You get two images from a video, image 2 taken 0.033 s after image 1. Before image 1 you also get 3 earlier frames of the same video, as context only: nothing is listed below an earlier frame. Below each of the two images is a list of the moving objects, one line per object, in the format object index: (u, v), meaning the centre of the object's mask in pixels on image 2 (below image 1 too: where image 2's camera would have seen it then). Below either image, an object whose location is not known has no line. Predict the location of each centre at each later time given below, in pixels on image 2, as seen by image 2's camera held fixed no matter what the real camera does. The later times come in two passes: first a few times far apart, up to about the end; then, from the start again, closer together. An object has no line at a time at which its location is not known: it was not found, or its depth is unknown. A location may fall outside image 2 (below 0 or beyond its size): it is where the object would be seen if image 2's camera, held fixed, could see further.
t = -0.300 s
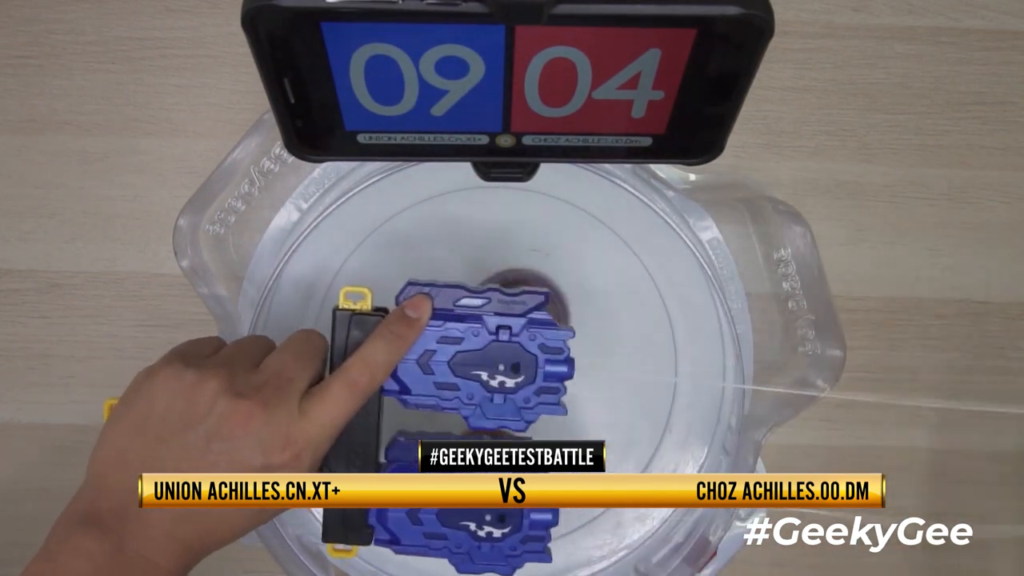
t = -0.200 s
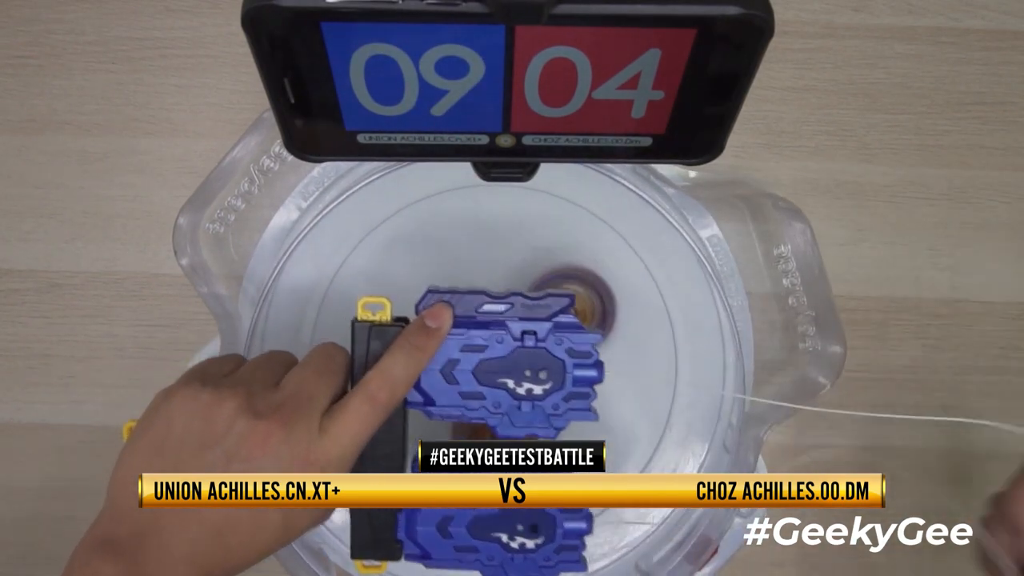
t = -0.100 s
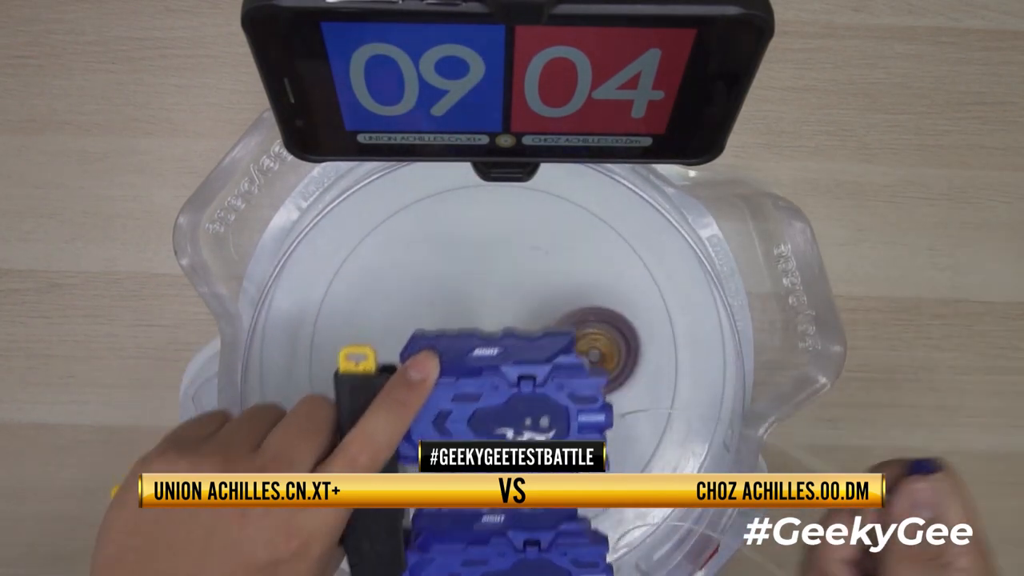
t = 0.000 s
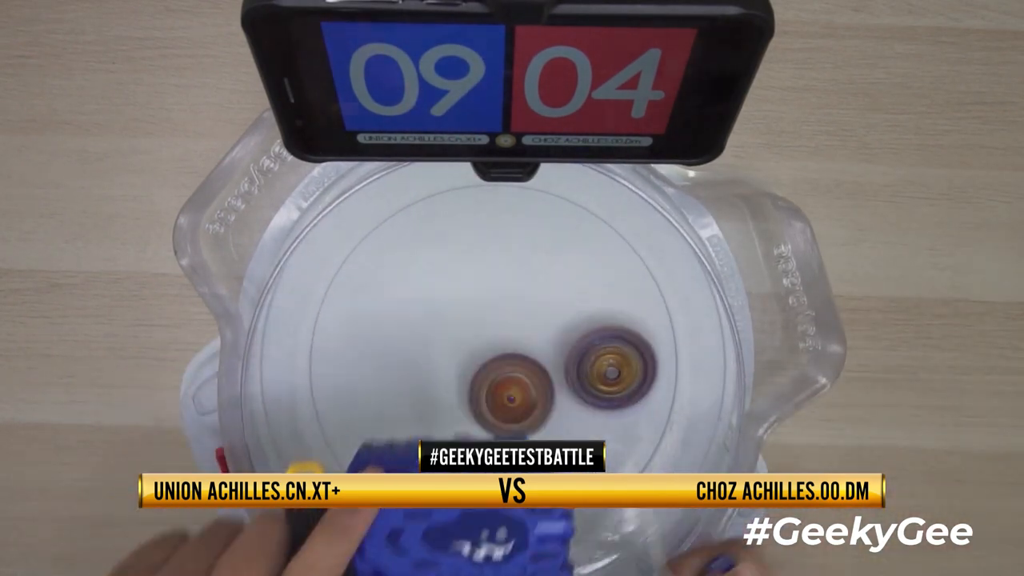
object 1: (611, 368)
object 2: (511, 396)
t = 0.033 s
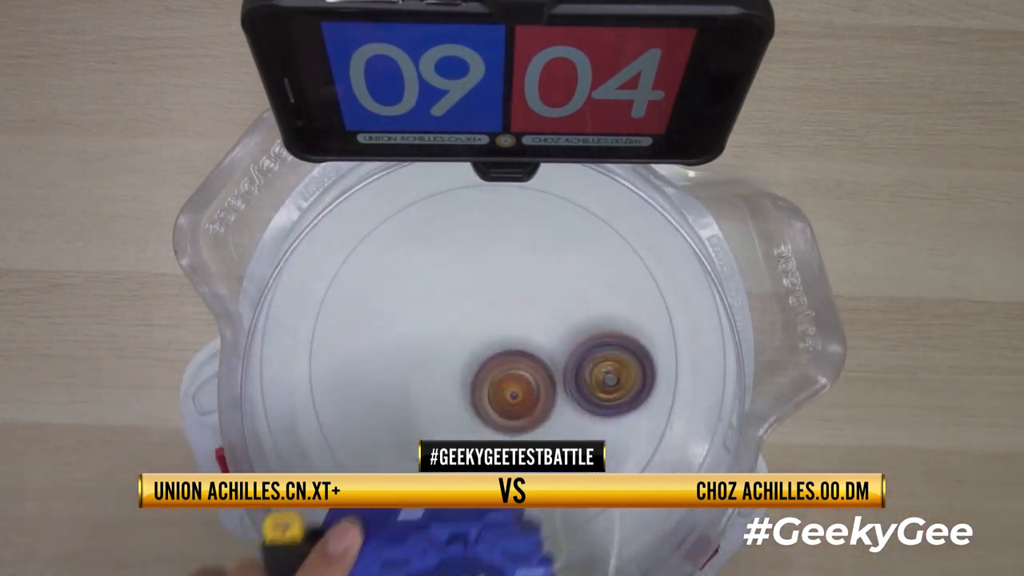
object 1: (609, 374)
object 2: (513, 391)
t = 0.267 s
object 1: (589, 399)
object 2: (475, 362)
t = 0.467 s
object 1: (662, 428)
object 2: (325, 347)
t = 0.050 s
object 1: (607, 377)
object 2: (514, 389)
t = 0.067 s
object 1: (605, 378)
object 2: (514, 386)
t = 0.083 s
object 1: (604, 379)
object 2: (512, 385)
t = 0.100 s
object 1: (604, 381)
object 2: (507, 382)
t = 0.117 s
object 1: (603, 384)
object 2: (504, 380)
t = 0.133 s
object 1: (601, 387)
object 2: (500, 376)
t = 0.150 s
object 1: (599, 388)
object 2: (498, 376)
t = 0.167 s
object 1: (596, 389)
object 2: (496, 376)
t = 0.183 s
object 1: (593, 390)
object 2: (494, 375)
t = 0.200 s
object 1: (590, 391)
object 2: (494, 374)
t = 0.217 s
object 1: (586, 393)
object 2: (495, 374)
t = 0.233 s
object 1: (582, 393)
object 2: (494, 373)
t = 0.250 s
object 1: (579, 394)
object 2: (491, 371)
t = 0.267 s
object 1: (589, 399)
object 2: (475, 362)
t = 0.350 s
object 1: (637, 423)
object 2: (396, 338)
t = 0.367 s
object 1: (644, 427)
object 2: (383, 336)
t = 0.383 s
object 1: (648, 429)
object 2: (370, 336)
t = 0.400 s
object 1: (652, 429)
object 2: (358, 336)
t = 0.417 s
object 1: (655, 430)
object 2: (348, 337)
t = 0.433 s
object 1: (658, 430)
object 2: (339, 340)
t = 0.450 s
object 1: (660, 429)
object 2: (331, 343)
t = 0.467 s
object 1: (662, 428)
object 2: (325, 347)
